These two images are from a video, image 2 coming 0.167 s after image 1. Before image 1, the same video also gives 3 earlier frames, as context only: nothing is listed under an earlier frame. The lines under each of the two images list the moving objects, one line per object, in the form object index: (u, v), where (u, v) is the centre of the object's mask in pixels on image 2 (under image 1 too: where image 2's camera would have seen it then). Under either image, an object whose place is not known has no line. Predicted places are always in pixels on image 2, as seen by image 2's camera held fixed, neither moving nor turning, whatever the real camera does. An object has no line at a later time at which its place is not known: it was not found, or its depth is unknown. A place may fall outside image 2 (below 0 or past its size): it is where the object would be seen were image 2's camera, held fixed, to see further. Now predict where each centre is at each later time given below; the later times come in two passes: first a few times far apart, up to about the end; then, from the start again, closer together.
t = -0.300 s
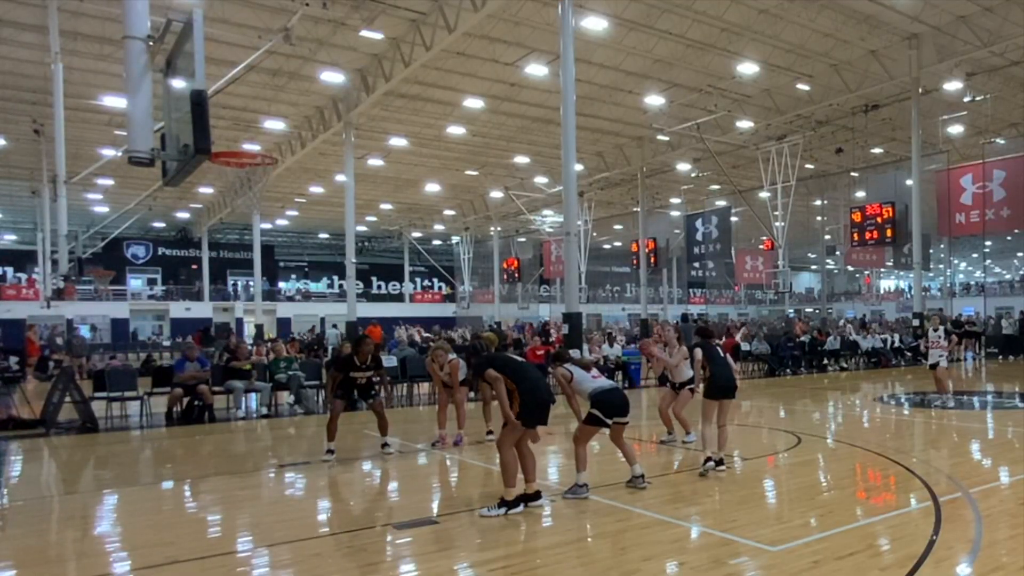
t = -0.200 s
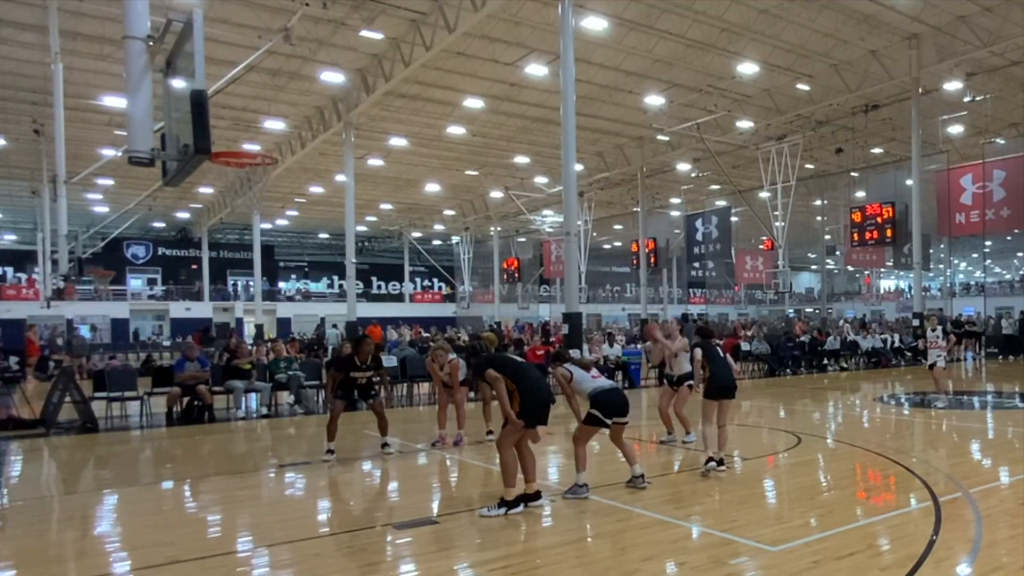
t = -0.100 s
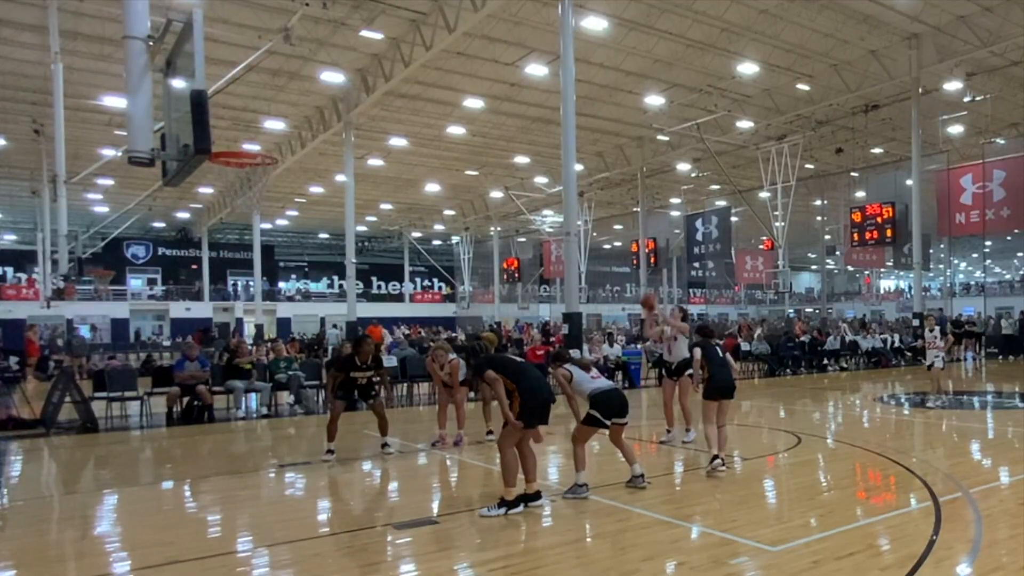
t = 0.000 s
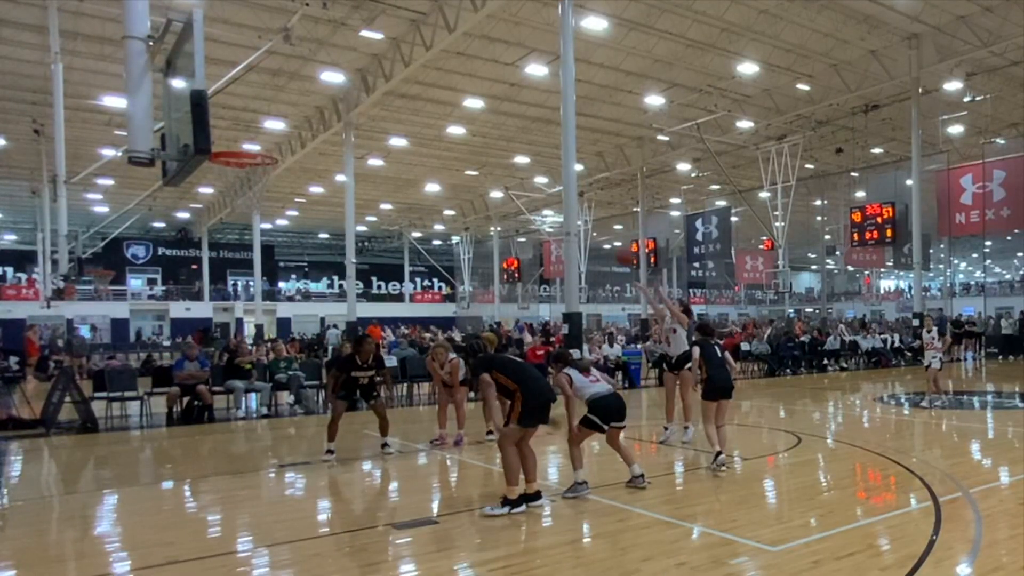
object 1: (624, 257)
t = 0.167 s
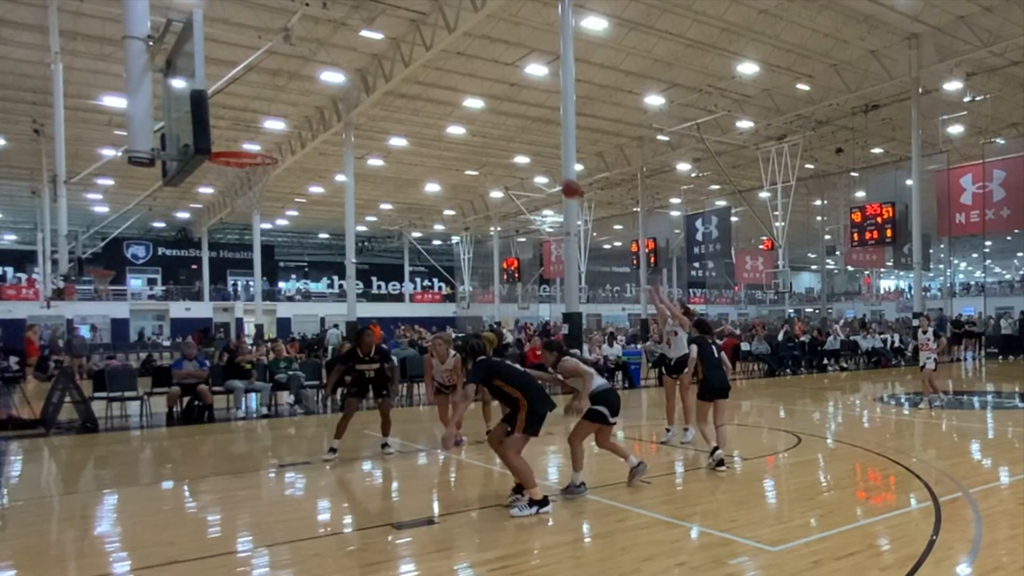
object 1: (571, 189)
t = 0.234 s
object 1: (547, 166)
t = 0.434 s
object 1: (474, 118)
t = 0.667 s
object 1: (376, 100)
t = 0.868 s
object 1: (280, 129)
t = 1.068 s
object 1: (245, 208)
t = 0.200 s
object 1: (559, 177)
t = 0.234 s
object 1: (547, 166)
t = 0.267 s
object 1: (536, 156)
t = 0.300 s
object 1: (523, 146)
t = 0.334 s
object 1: (511, 138)
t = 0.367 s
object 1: (499, 130)
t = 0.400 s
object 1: (486, 123)
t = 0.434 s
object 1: (474, 118)
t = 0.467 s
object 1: (460, 112)
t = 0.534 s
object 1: (433, 103)
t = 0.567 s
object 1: (419, 101)
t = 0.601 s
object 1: (405, 99)
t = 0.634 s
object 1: (390, 99)
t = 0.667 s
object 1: (376, 100)
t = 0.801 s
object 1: (312, 114)
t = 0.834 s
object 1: (298, 121)
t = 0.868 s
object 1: (280, 129)
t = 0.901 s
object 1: (263, 139)
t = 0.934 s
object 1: (242, 144)
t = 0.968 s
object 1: (230, 165)
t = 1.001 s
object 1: (233, 178)
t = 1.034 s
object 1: (238, 193)
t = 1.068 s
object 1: (245, 208)
